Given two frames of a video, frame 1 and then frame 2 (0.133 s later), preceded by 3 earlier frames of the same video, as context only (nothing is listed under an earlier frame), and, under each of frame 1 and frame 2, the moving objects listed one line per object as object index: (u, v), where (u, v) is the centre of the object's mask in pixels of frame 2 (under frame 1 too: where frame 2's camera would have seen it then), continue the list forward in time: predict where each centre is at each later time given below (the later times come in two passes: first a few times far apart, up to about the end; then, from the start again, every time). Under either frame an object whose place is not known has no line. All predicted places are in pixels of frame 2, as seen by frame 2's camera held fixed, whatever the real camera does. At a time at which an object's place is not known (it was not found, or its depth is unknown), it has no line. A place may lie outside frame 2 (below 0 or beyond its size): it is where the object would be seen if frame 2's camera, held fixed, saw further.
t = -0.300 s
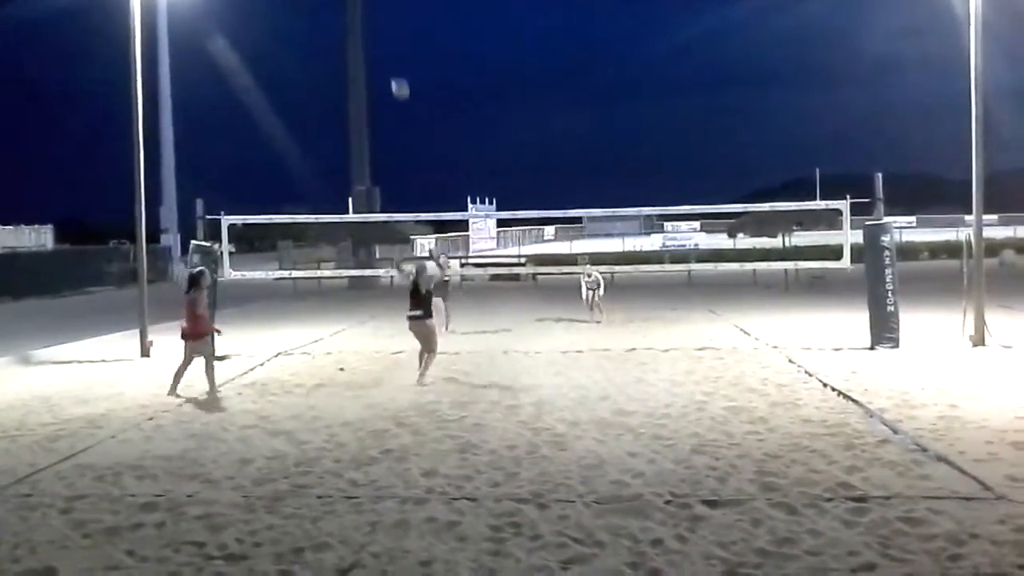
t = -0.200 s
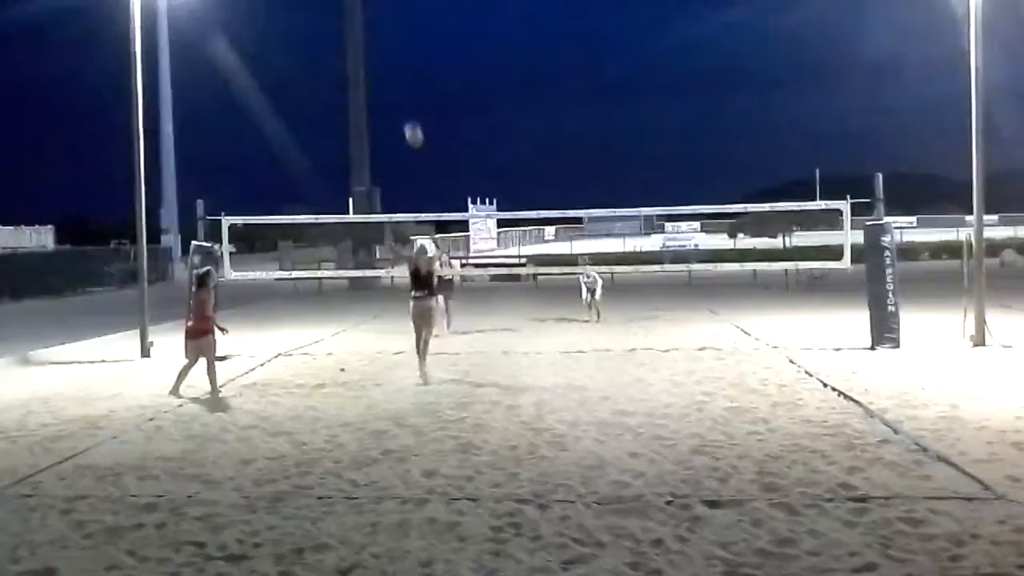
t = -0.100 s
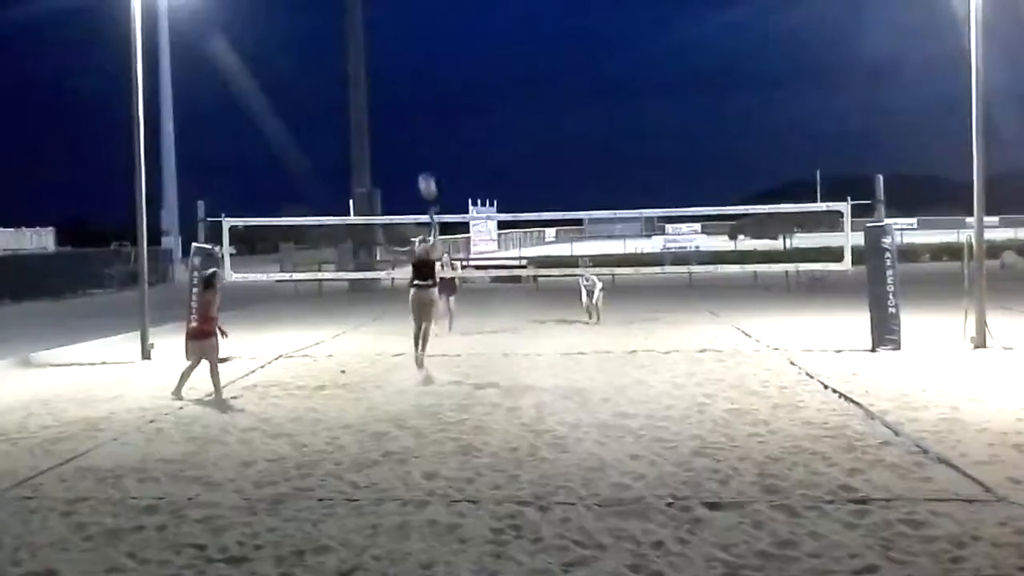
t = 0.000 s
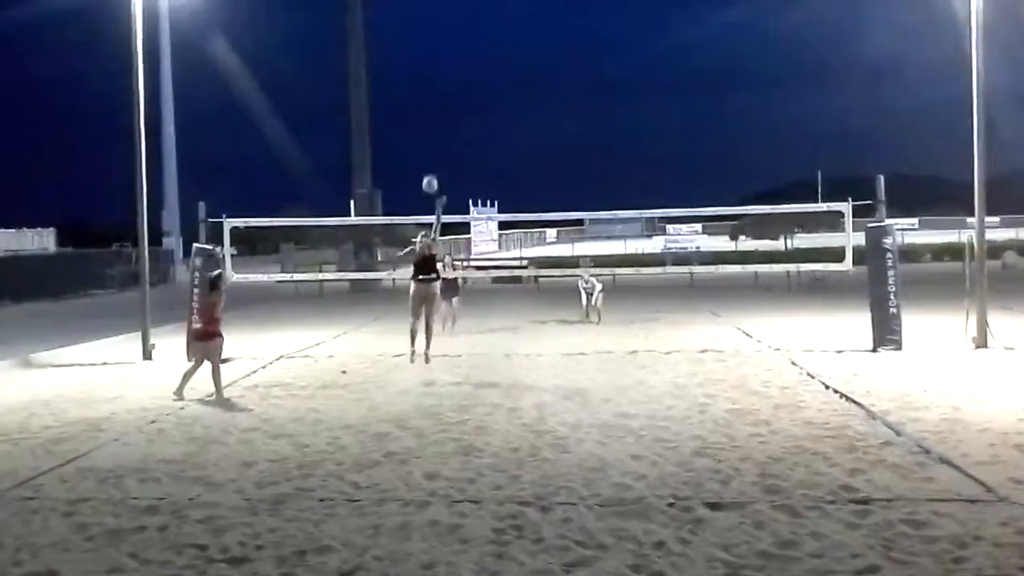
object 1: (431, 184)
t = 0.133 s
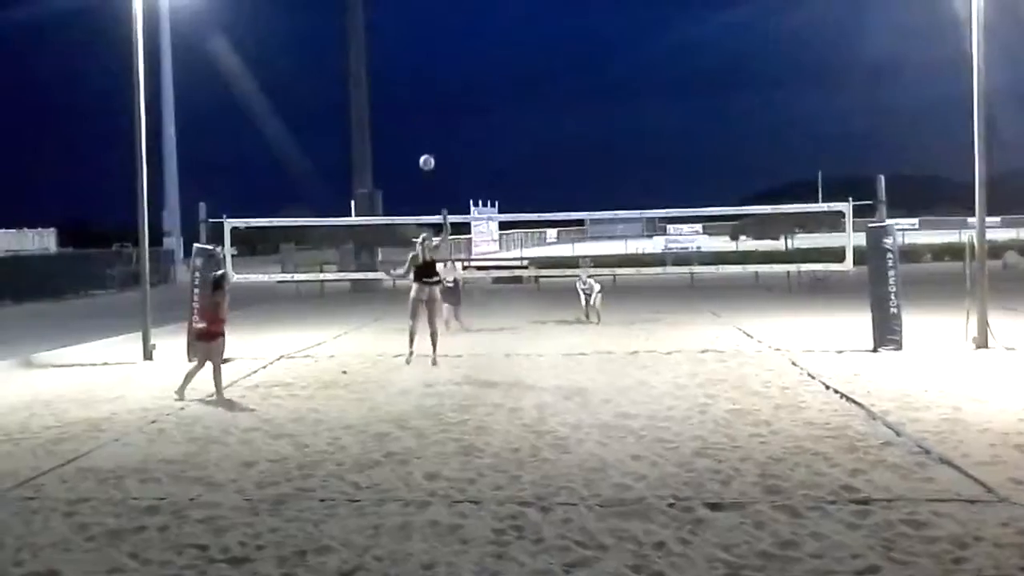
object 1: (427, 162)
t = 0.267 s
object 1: (423, 153)
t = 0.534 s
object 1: (417, 170)
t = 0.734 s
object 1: (413, 207)
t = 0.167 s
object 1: (426, 159)
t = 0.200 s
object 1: (425, 156)
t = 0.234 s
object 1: (424, 155)
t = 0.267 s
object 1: (423, 153)
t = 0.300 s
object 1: (422, 153)
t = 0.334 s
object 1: (421, 154)
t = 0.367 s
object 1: (420, 155)
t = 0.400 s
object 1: (420, 156)
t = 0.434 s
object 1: (419, 159)
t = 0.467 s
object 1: (418, 162)
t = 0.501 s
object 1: (418, 166)
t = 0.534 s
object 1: (417, 170)
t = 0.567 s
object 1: (416, 175)
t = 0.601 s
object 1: (415, 181)
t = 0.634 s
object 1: (415, 186)
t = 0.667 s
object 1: (415, 193)
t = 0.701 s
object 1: (414, 200)
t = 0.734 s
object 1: (413, 207)
